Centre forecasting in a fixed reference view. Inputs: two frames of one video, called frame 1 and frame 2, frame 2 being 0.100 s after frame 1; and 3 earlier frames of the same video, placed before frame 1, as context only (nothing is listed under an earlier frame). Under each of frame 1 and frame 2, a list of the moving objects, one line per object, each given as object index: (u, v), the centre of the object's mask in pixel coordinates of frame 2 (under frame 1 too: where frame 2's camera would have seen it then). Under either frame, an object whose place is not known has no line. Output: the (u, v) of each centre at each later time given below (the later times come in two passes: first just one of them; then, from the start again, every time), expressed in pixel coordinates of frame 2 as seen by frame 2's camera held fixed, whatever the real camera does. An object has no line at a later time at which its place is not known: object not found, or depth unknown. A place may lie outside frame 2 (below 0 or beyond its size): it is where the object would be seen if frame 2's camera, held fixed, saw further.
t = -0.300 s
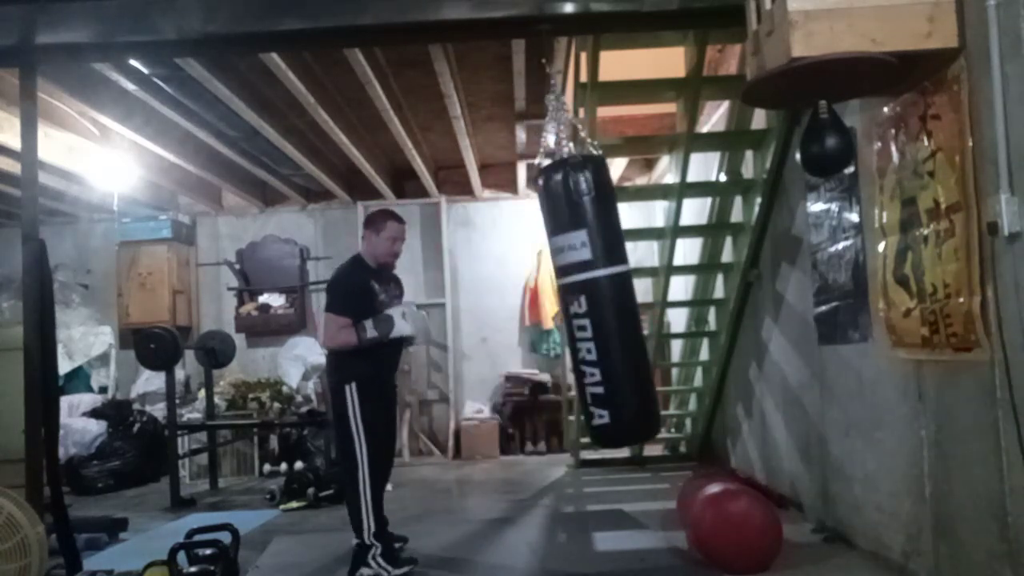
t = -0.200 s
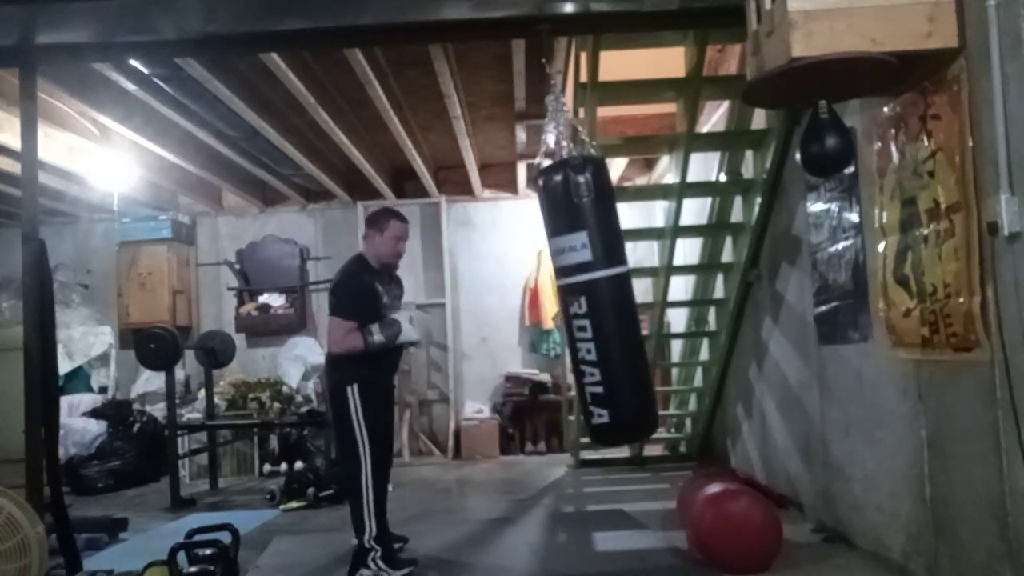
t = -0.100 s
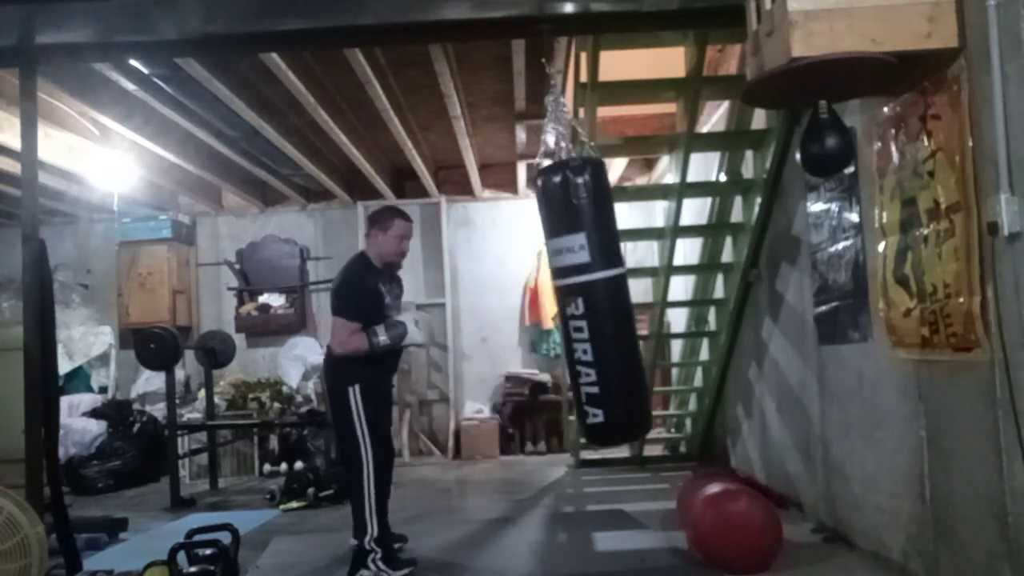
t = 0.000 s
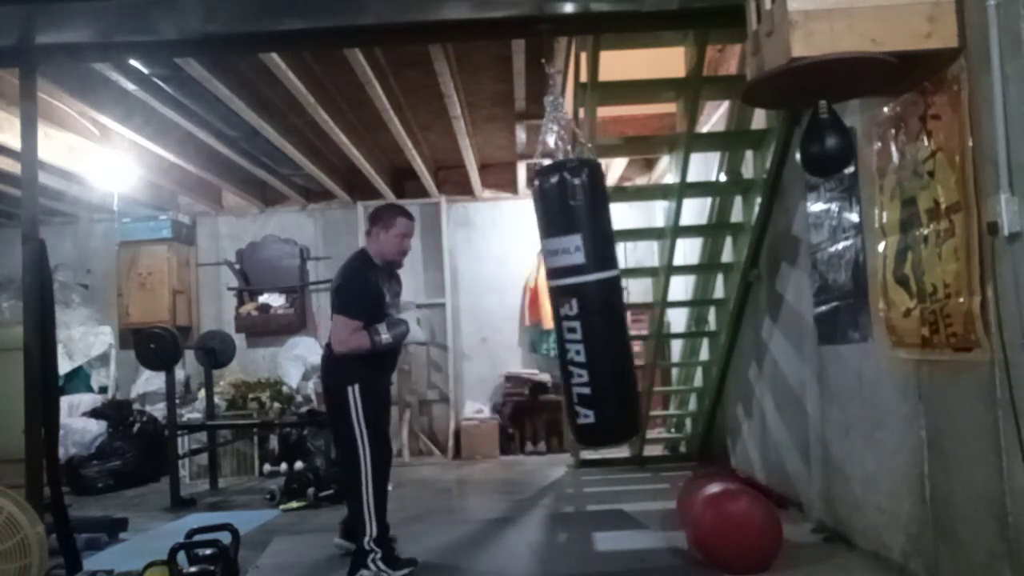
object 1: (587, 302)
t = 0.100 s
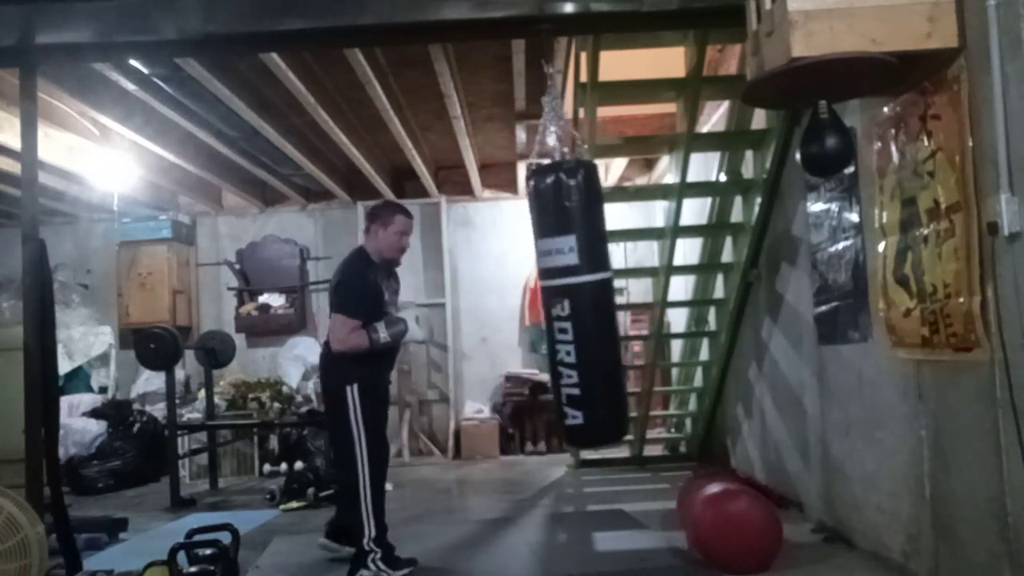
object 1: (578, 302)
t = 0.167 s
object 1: (572, 303)
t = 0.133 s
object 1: (575, 302)
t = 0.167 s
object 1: (572, 303)
